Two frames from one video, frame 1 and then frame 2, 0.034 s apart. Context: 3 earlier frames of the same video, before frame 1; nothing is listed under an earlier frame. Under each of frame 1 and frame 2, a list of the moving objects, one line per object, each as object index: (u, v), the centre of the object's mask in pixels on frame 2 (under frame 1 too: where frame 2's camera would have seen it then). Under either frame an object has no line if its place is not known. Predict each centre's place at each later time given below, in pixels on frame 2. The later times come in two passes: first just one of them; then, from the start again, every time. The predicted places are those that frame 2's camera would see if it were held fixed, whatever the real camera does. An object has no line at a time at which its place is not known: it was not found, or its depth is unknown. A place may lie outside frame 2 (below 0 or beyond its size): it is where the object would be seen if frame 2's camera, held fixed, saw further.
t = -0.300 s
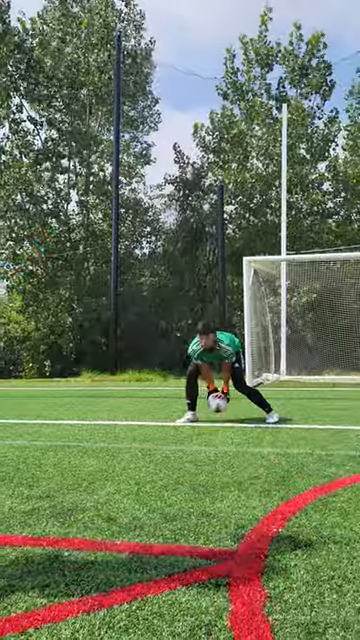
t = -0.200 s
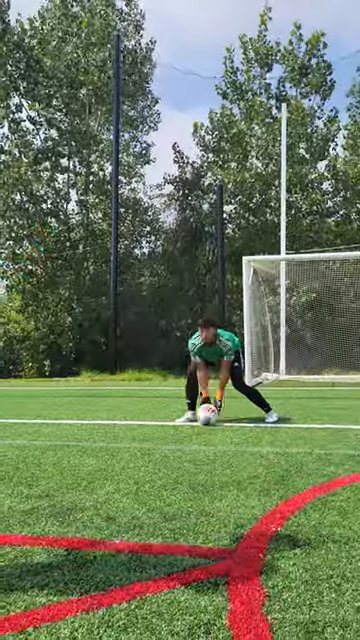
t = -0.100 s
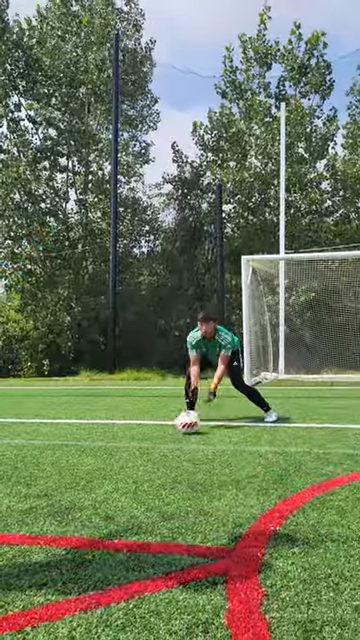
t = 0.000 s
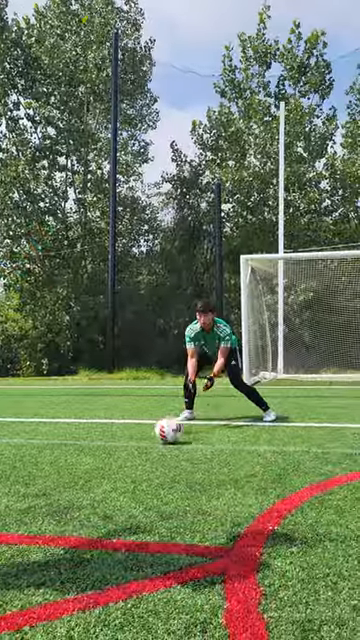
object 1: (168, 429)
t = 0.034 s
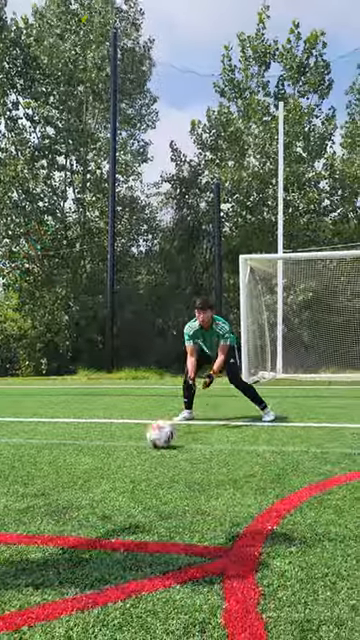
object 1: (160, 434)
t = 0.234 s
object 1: (113, 456)
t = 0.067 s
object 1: (153, 436)
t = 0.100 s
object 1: (146, 440)
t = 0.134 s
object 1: (137, 445)
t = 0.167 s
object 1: (132, 448)
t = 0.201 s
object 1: (122, 451)
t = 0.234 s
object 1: (113, 456)
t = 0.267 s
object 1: (104, 461)
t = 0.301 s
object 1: (93, 467)
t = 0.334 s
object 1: (86, 471)
